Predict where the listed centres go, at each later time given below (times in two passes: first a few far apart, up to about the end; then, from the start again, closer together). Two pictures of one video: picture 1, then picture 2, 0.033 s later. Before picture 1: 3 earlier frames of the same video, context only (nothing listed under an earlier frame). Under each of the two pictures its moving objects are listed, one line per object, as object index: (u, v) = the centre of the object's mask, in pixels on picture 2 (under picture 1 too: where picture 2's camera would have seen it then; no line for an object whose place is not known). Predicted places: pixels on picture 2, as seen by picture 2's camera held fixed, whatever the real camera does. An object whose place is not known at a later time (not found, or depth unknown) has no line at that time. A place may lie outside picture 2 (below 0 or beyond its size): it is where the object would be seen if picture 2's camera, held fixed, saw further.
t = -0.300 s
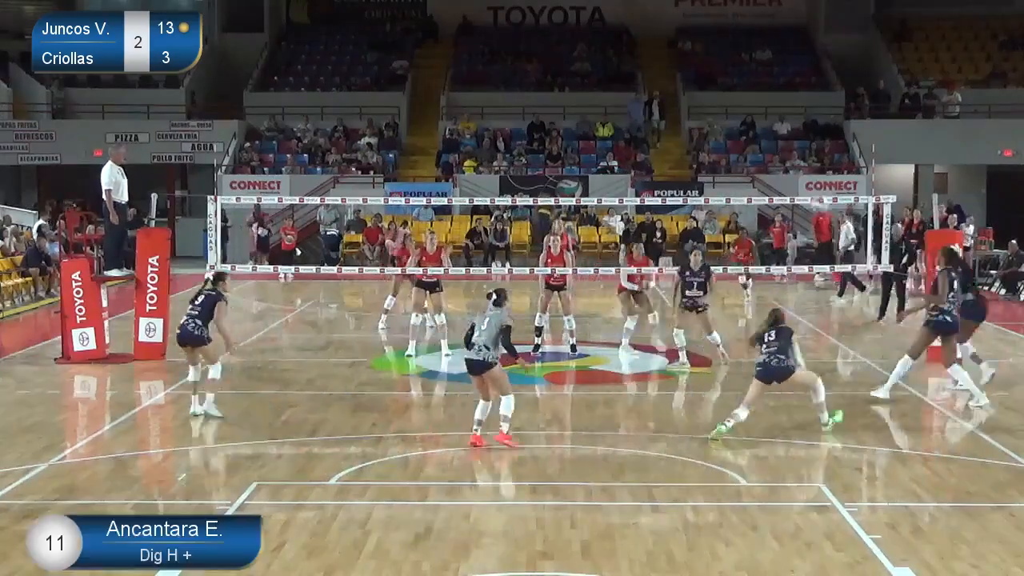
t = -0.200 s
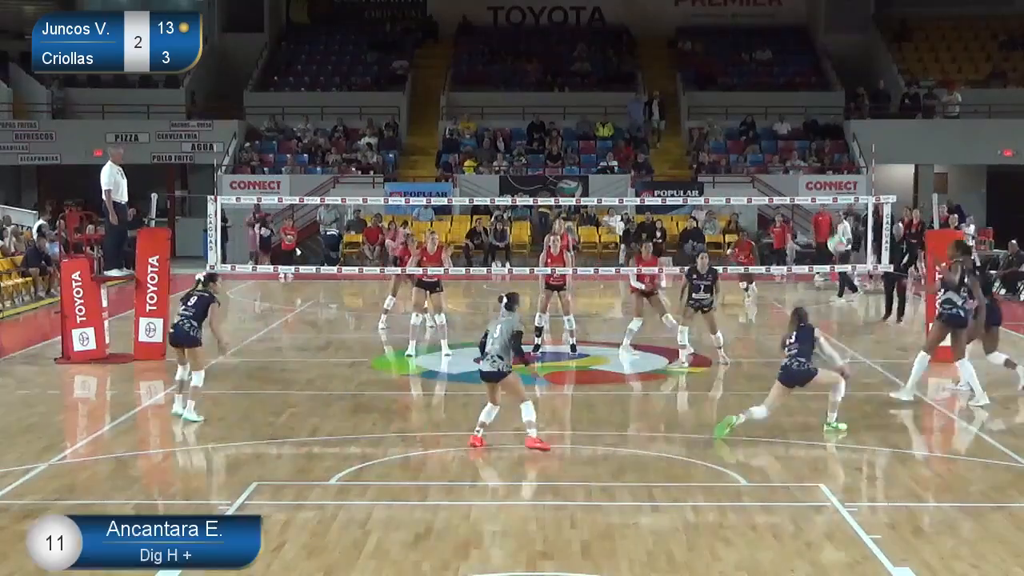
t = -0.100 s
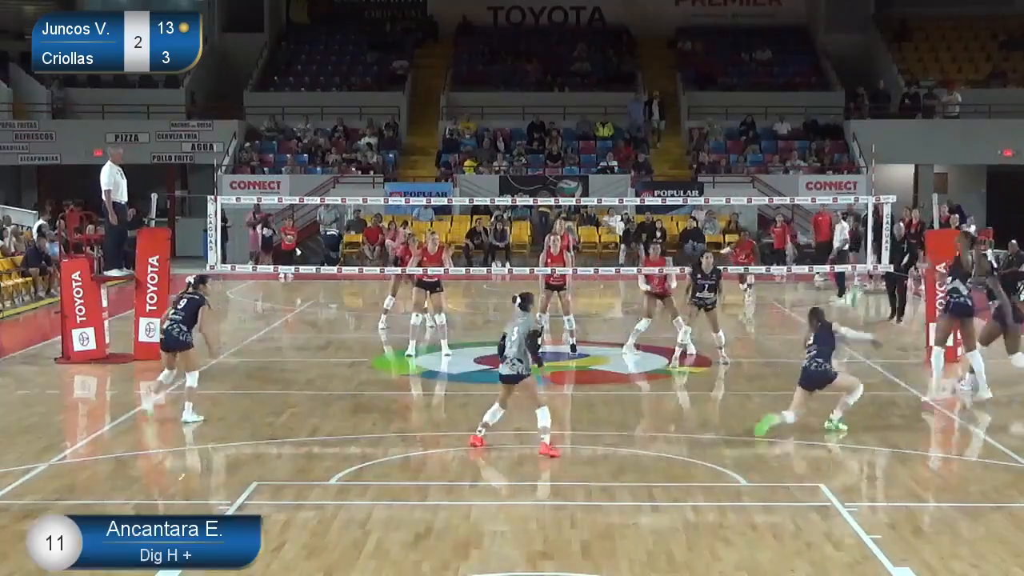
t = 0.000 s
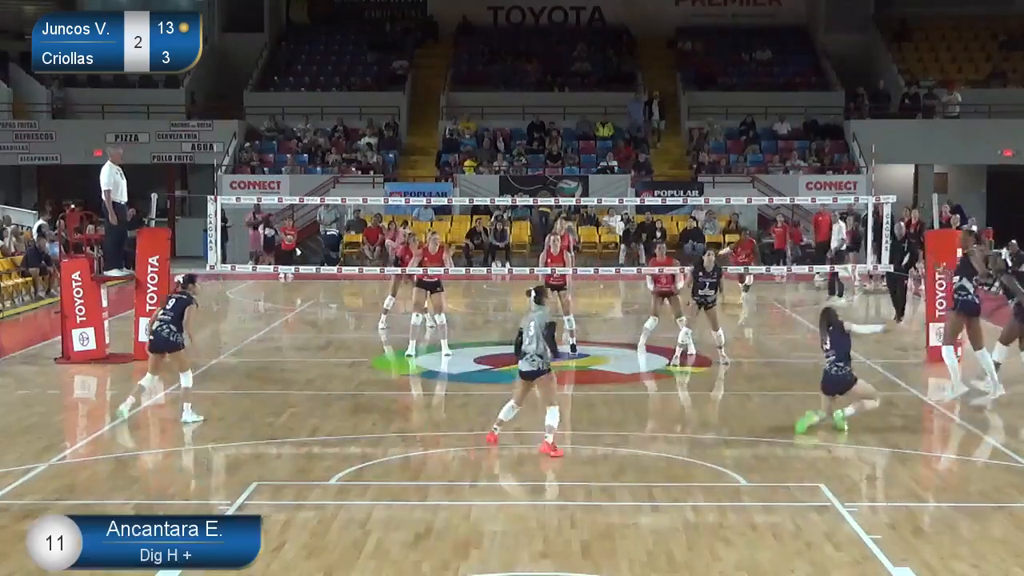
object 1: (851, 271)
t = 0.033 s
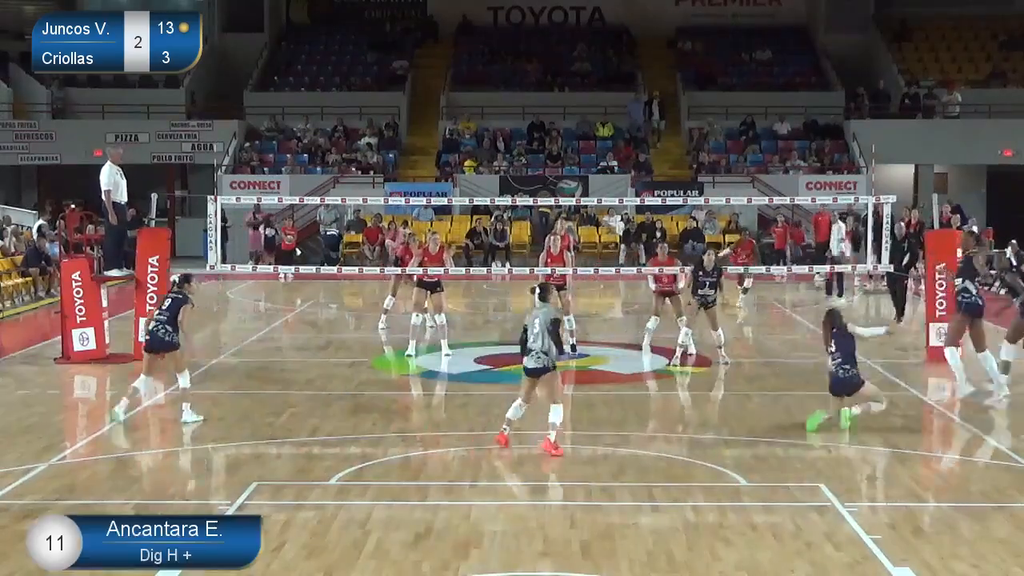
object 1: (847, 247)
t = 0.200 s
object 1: (807, 146)
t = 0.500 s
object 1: (744, 29)
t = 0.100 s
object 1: (828, 204)
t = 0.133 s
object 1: (821, 184)
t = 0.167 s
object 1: (814, 164)
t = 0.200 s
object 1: (807, 146)
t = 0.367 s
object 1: (772, 70)
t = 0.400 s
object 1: (764, 58)
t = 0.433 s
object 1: (757, 47)
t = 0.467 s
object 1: (750, 38)
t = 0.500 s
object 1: (744, 29)
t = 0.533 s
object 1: (736, 21)
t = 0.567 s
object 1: (729, 14)
